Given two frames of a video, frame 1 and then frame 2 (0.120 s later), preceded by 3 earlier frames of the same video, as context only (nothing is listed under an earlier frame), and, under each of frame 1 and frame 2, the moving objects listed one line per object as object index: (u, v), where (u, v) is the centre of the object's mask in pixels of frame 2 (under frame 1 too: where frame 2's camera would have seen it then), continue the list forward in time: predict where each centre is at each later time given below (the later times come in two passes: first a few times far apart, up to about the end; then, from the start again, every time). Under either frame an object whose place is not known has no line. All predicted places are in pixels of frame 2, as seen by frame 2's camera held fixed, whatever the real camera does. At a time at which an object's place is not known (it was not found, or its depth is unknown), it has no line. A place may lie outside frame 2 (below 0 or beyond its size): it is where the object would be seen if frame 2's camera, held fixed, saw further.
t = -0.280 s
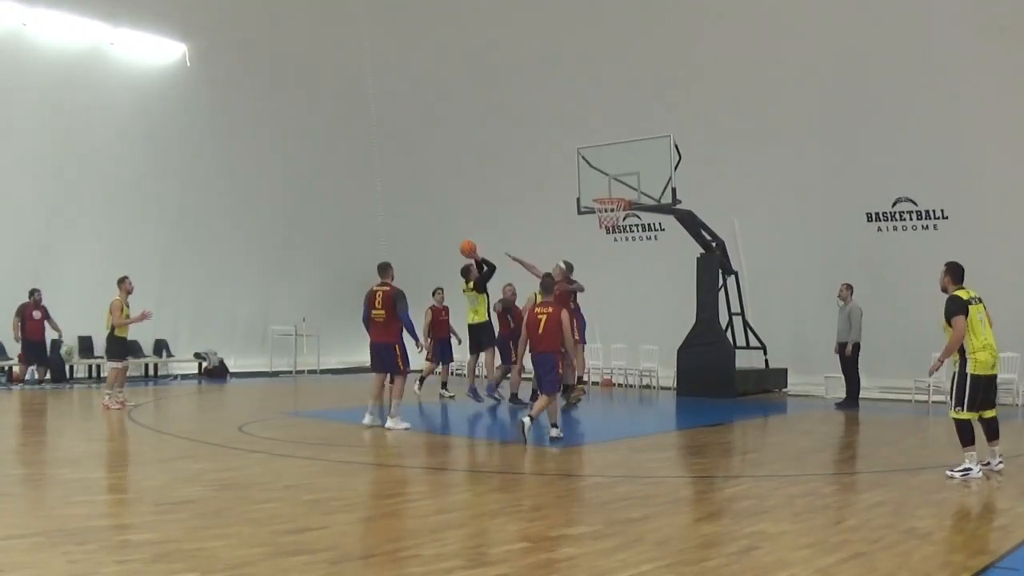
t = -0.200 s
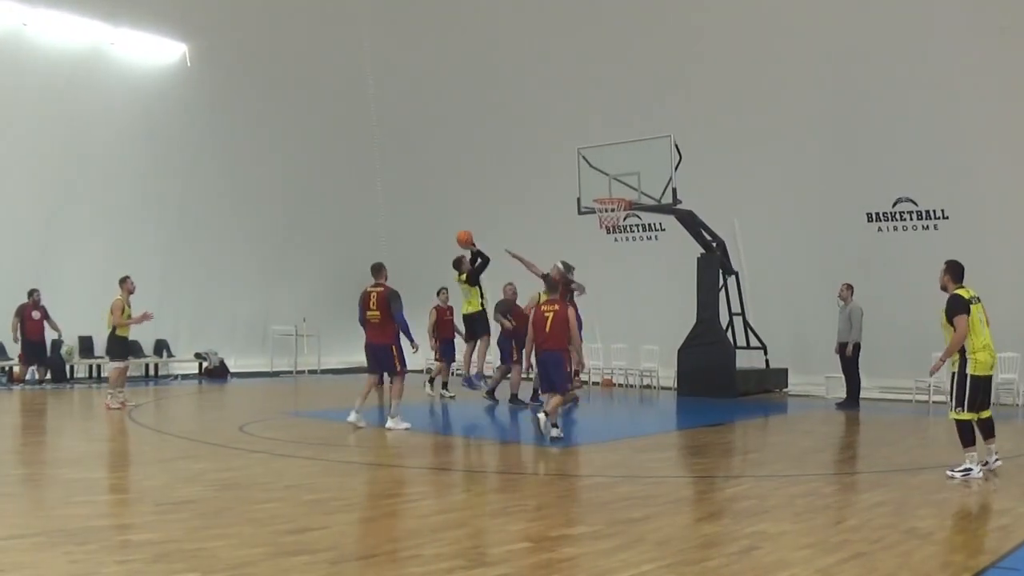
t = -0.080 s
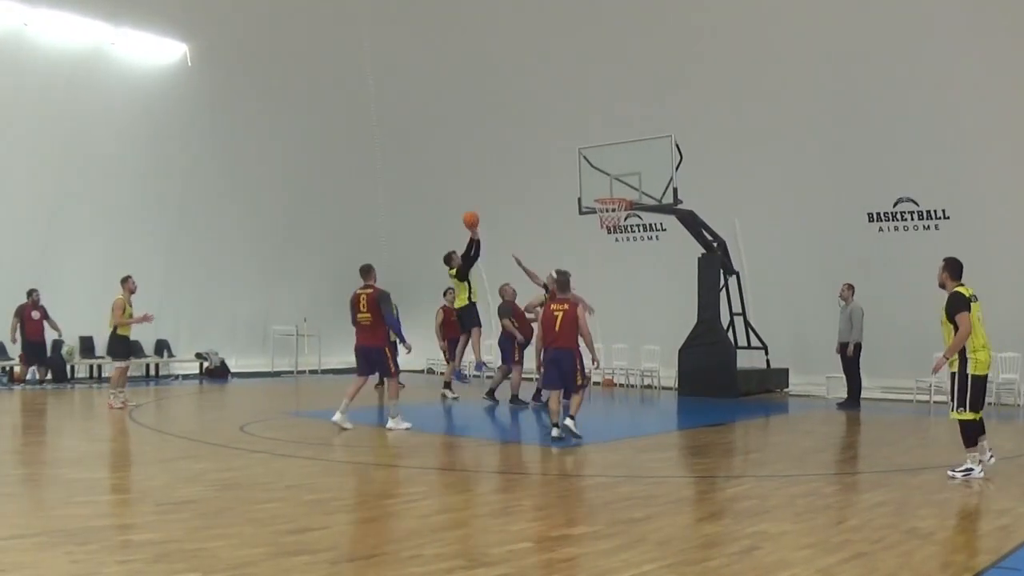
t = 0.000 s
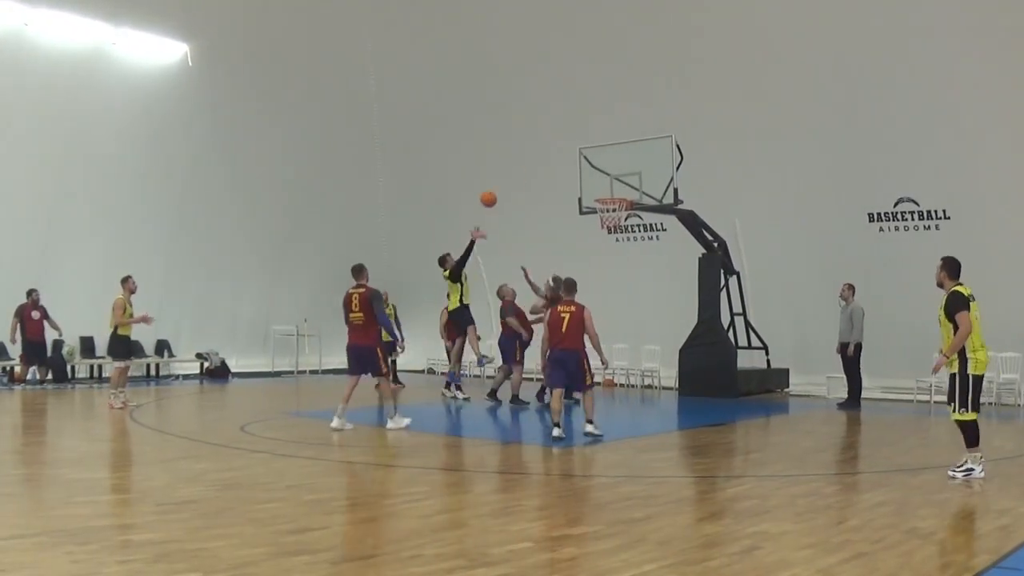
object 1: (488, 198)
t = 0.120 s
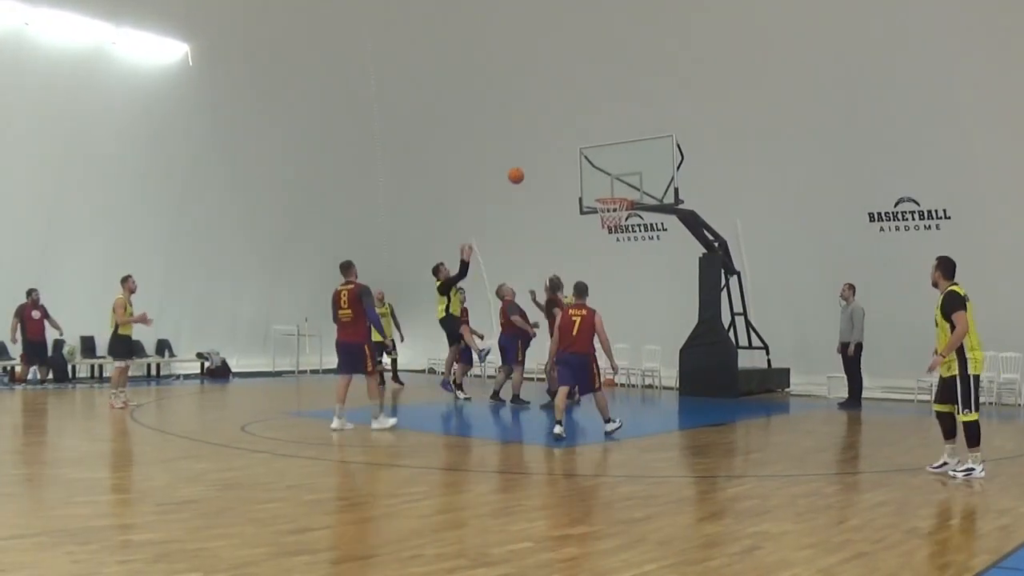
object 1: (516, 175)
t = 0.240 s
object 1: (542, 162)
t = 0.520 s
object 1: (602, 168)
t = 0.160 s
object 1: (525, 170)
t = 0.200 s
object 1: (533, 165)
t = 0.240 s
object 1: (542, 162)
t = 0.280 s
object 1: (551, 160)
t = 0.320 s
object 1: (560, 159)
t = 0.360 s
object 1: (569, 158)
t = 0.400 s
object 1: (576, 159)
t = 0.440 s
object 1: (585, 161)
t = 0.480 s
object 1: (593, 163)
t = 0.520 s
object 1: (602, 168)
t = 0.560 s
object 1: (610, 172)
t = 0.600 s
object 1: (619, 178)
